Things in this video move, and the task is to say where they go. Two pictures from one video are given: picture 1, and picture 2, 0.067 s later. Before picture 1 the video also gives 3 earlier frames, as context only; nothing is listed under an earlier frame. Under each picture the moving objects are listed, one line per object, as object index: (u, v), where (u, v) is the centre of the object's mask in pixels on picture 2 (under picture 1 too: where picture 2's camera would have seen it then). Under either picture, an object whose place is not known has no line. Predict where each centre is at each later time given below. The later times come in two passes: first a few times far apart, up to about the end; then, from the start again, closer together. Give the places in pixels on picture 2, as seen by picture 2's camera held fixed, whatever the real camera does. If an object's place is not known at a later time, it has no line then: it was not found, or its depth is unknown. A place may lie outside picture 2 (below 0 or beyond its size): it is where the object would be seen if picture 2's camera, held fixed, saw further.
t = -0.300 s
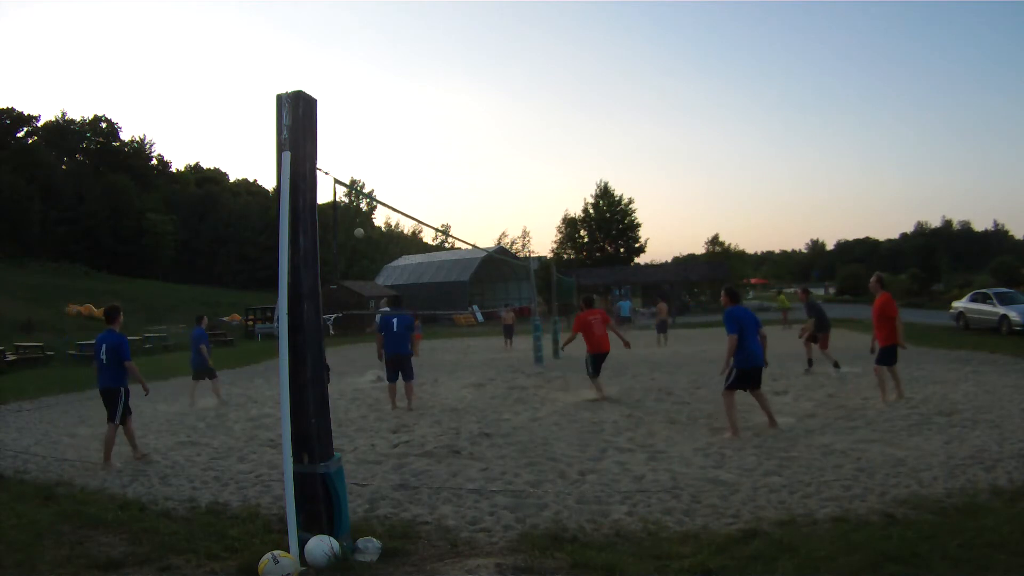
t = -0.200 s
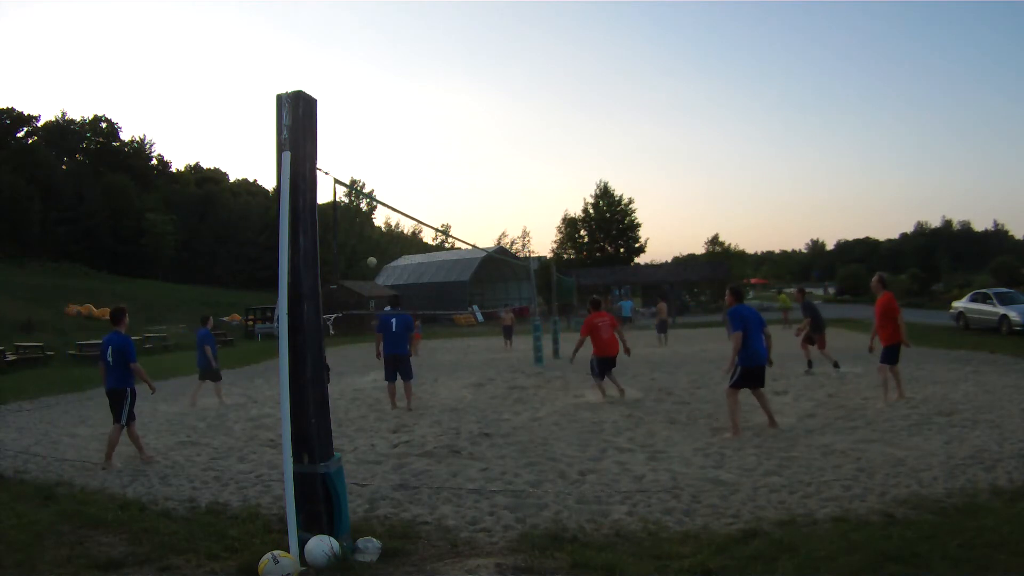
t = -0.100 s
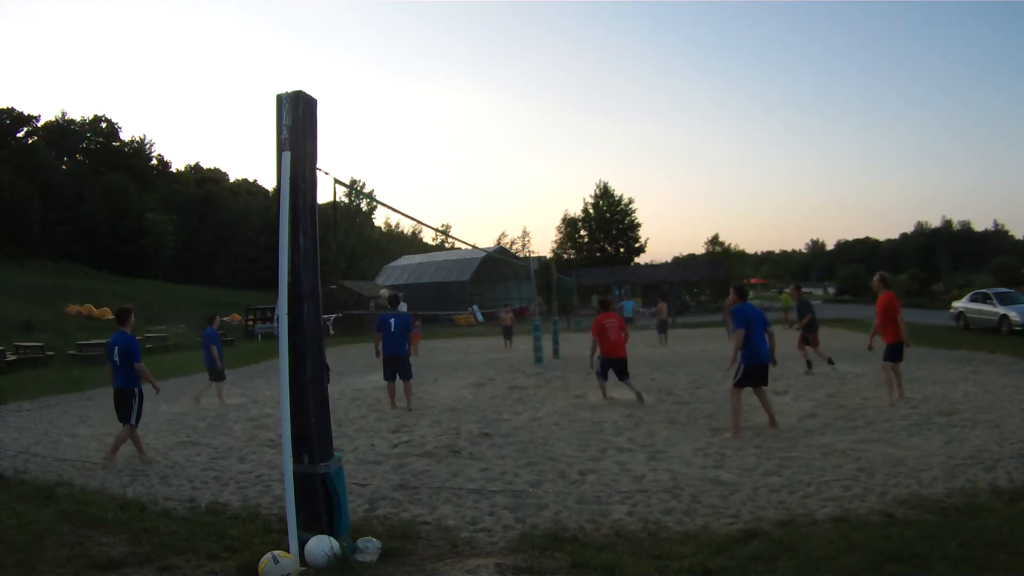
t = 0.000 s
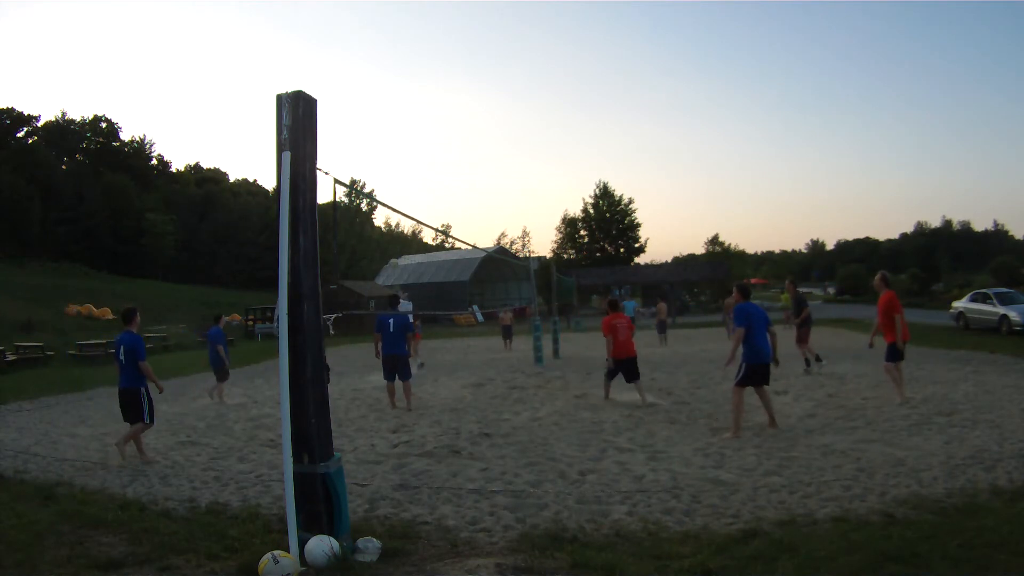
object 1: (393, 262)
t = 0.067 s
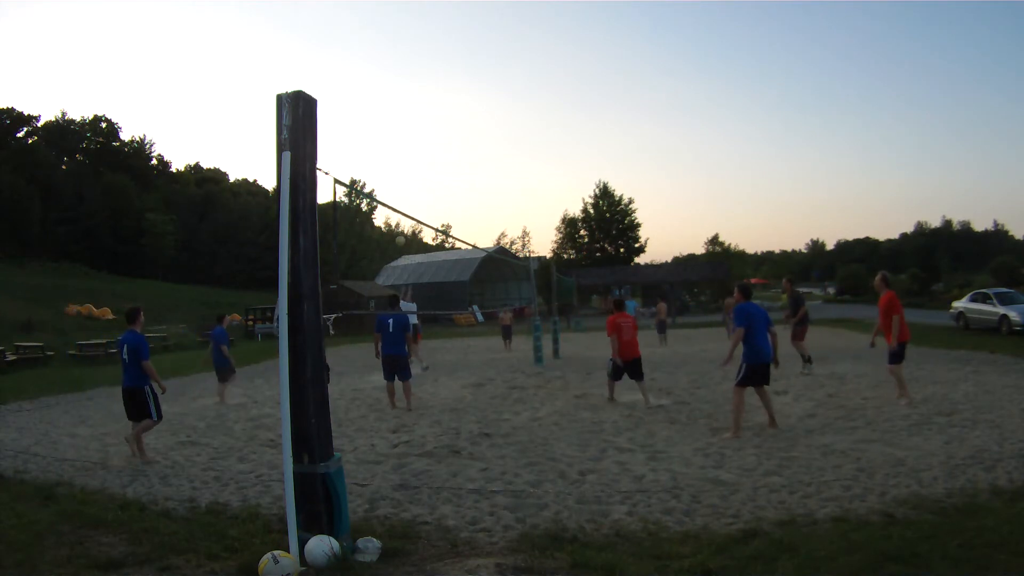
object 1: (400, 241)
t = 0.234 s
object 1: (418, 192)
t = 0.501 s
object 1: (450, 135)
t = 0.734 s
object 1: (480, 110)
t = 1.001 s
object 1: (519, 112)
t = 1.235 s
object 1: (556, 146)
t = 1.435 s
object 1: (591, 203)
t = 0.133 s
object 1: (407, 220)
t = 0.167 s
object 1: (410, 210)
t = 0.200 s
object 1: (414, 201)
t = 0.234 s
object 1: (418, 192)
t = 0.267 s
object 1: (422, 183)
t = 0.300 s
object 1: (425, 175)
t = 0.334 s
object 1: (429, 167)
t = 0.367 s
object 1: (433, 160)
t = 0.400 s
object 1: (437, 153)
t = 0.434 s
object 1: (441, 147)
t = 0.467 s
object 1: (445, 141)
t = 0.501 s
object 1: (450, 135)
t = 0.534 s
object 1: (454, 130)
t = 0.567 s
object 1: (458, 126)
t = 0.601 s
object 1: (462, 122)
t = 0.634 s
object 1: (467, 118)
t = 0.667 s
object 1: (471, 115)
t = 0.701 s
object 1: (476, 112)
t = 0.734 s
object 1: (480, 110)
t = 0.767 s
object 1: (485, 109)
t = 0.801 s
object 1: (489, 108)
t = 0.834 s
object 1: (494, 107)
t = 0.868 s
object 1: (499, 107)
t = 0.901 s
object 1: (504, 107)
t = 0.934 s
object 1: (509, 108)
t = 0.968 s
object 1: (514, 110)
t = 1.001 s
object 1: (519, 112)
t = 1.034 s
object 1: (524, 115)
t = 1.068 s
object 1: (529, 119)
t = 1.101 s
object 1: (534, 123)
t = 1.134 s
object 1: (539, 127)
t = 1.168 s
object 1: (545, 133)
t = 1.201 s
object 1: (550, 139)
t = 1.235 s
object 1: (556, 146)
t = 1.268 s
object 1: (562, 153)
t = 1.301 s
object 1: (567, 162)
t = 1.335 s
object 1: (573, 171)
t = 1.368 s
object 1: (579, 181)
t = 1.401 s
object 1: (585, 192)
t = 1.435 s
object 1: (591, 203)
